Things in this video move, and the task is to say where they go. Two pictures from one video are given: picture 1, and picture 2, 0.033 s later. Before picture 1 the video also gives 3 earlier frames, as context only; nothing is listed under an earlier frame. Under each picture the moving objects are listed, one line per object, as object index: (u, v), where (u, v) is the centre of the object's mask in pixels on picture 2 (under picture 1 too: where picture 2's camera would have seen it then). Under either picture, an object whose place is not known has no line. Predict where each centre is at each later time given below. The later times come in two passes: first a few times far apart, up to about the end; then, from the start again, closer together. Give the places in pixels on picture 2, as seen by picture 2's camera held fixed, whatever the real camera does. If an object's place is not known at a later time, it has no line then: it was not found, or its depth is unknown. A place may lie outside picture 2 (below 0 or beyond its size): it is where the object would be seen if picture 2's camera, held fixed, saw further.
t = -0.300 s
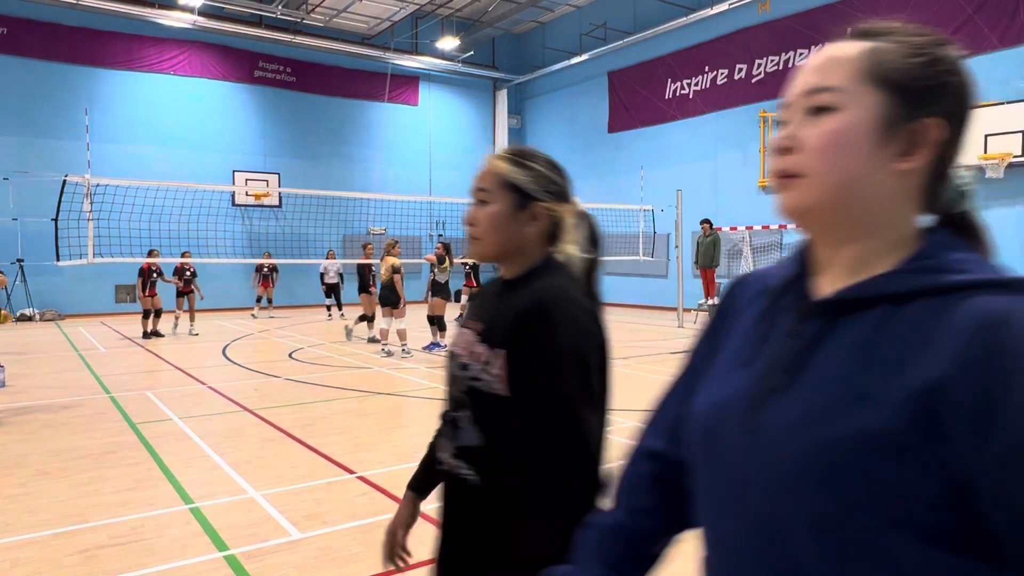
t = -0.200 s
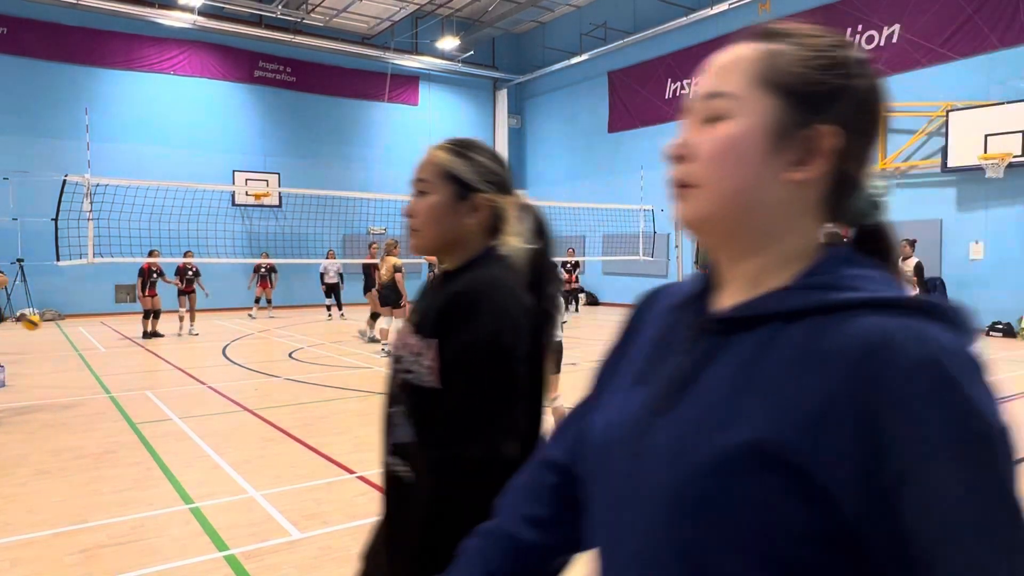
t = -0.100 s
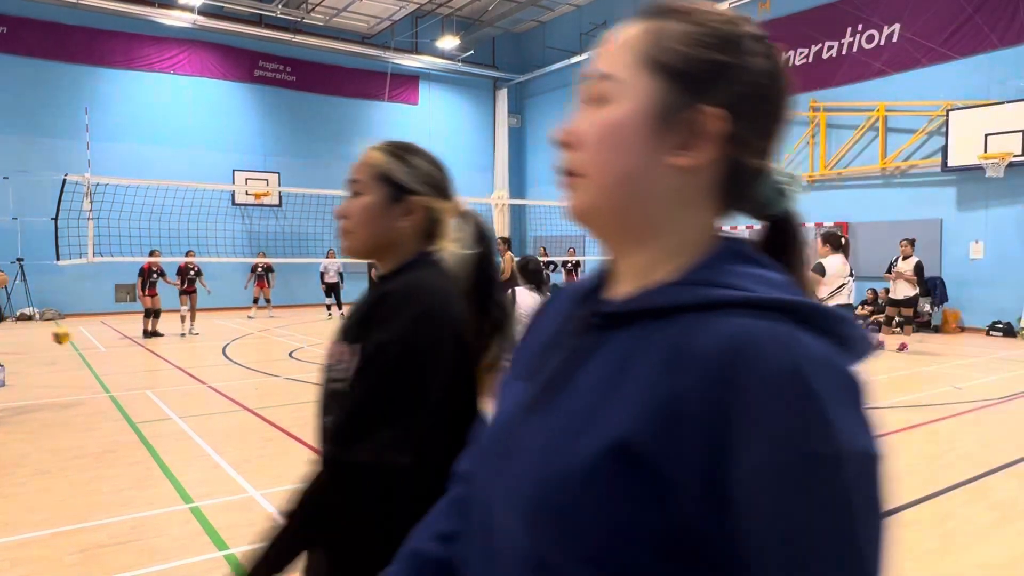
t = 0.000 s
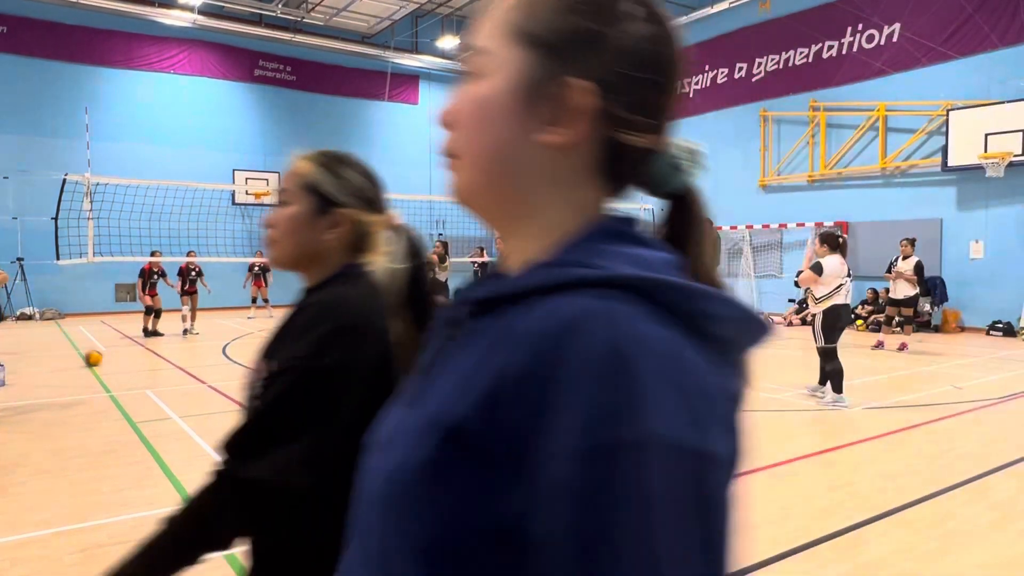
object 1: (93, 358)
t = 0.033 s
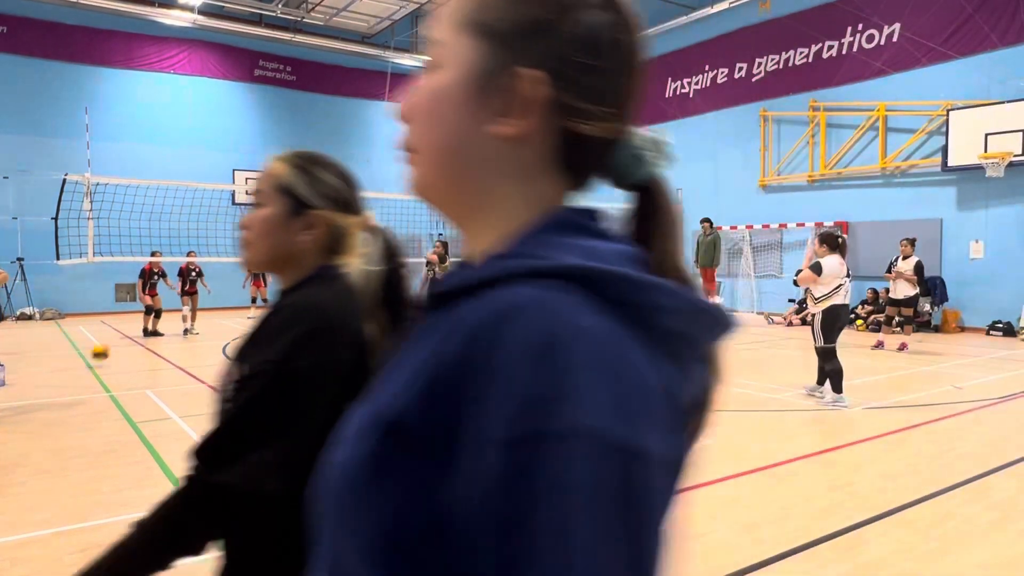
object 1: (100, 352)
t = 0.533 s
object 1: (220, 370)
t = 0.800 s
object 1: (292, 358)
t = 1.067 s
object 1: (373, 371)
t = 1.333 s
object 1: (463, 388)
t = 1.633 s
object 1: (577, 397)
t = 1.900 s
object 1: (692, 408)
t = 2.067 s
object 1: (771, 419)
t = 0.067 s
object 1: (107, 348)
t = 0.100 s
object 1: (115, 343)
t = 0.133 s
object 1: (123, 339)
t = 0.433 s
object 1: (194, 350)
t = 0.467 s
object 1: (203, 357)
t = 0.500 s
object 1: (211, 364)
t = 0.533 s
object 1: (220, 370)
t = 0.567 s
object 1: (229, 364)
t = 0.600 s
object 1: (238, 360)
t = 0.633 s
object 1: (247, 357)
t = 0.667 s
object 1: (255, 356)
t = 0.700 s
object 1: (264, 355)
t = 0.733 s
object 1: (274, 355)
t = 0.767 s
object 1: (283, 356)
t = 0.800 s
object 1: (292, 358)
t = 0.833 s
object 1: (302, 361)
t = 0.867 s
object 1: (312, 366)
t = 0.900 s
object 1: (322, 371)
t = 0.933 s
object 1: (332, 378)
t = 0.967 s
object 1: (341, 379)
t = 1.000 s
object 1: (351, 376)
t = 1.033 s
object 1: (363, 373)
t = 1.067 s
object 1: (373, 371)
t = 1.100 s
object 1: (384, 370)
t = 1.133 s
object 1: (394, 371)
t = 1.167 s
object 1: (405, 375)
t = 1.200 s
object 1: (416, 378)
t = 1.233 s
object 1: (429, 382)
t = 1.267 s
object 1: (440, 387)
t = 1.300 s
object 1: (451, 390)
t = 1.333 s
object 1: (463, 388)
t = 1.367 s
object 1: (475, 386)
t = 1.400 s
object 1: (487, 385)
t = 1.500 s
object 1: (523, 392)
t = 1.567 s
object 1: (555, 399)
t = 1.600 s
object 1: (564, 399)
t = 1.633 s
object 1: (577, 397)
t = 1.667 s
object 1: (591, 397)
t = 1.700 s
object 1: (604, 396)
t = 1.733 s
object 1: (619, 399)
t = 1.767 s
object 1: (633, 403)
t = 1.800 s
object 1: (648, 407)
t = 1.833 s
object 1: (662, 410)
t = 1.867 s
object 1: (677, 409)
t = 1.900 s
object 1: (692, 408)
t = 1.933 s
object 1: (707, 409)
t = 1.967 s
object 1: (722, 410)
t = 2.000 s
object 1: (738, 414)
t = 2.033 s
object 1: (754, 420)
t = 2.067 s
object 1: (771, 419)
